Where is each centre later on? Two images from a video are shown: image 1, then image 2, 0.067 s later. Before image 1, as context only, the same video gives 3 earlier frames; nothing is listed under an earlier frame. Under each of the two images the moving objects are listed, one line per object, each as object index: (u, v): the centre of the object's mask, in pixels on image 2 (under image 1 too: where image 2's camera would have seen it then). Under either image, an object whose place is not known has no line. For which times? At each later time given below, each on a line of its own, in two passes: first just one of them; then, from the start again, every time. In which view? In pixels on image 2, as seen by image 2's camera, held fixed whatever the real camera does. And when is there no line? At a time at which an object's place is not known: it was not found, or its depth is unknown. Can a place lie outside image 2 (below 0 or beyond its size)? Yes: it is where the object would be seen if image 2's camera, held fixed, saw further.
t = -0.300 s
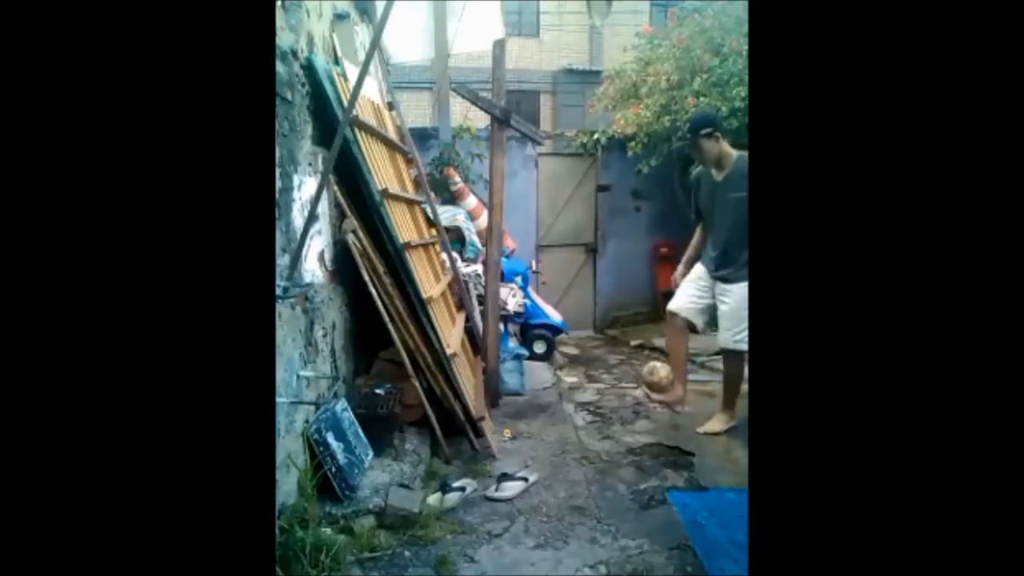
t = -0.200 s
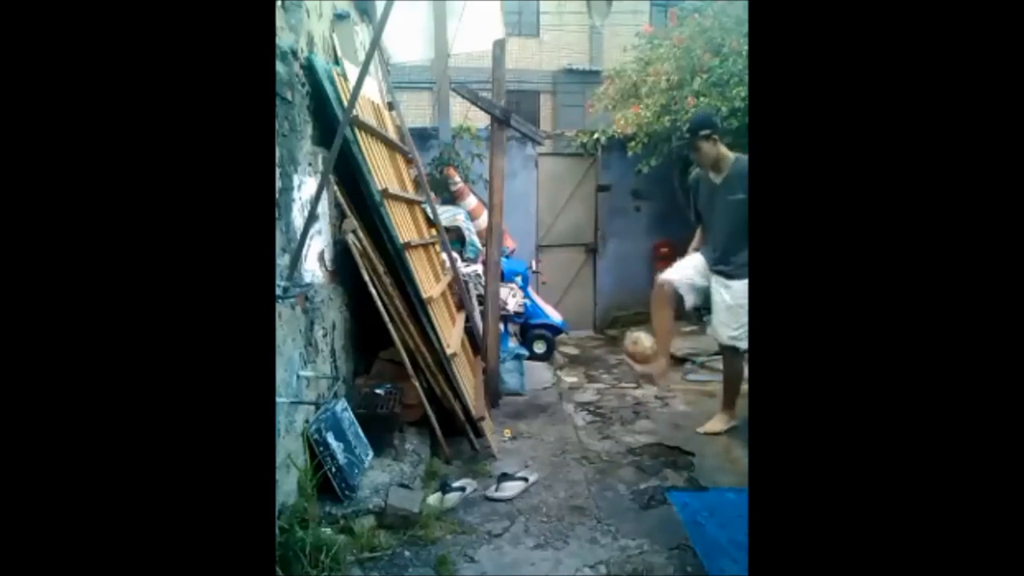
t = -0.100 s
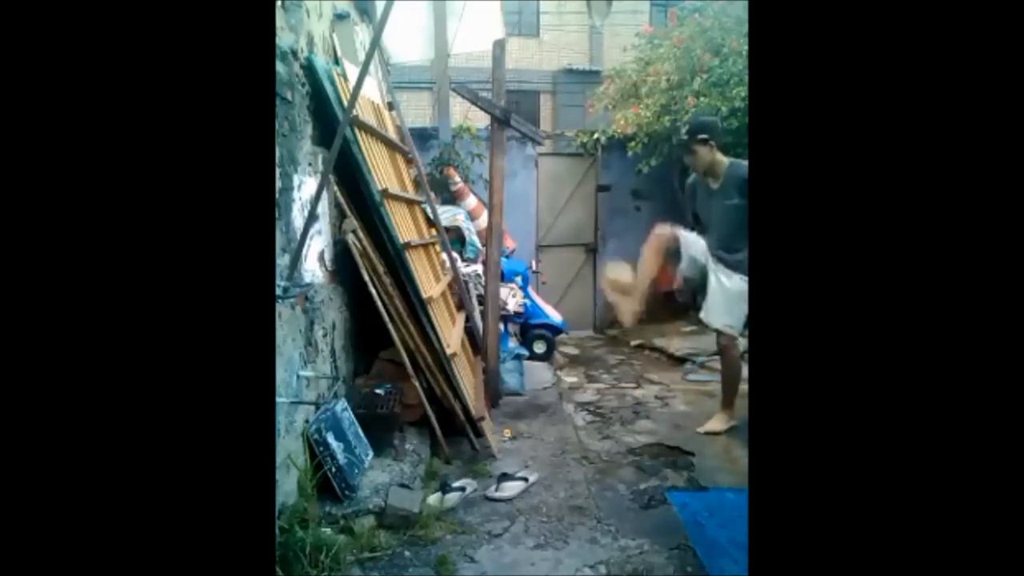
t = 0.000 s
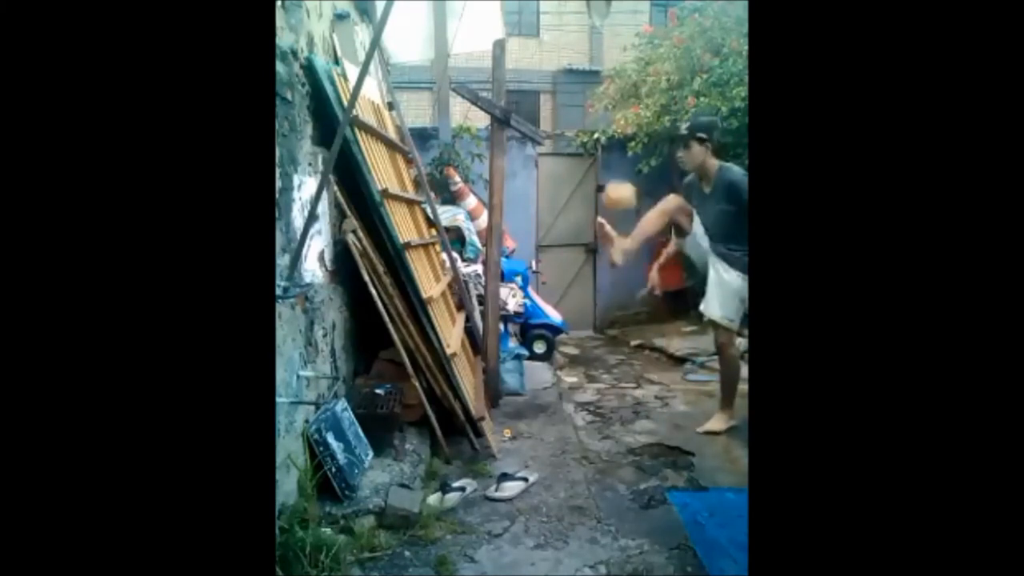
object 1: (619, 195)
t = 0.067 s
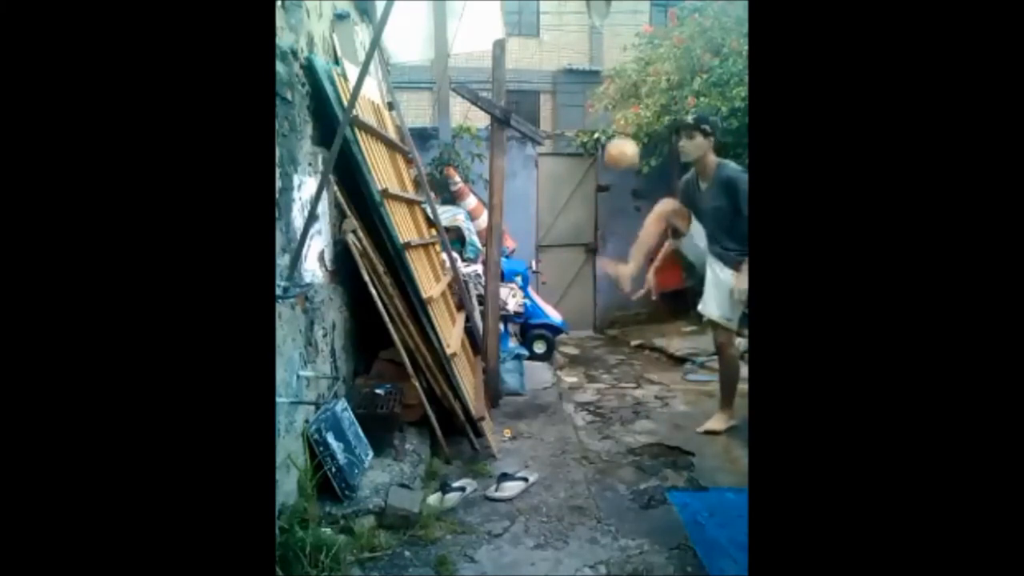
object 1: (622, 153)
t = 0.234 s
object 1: (626, 87)
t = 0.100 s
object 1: (624, 136)
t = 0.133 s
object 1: (624, 121)
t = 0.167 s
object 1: (624, 109)
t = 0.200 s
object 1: (625, 96)
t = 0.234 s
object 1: (626, 87)
